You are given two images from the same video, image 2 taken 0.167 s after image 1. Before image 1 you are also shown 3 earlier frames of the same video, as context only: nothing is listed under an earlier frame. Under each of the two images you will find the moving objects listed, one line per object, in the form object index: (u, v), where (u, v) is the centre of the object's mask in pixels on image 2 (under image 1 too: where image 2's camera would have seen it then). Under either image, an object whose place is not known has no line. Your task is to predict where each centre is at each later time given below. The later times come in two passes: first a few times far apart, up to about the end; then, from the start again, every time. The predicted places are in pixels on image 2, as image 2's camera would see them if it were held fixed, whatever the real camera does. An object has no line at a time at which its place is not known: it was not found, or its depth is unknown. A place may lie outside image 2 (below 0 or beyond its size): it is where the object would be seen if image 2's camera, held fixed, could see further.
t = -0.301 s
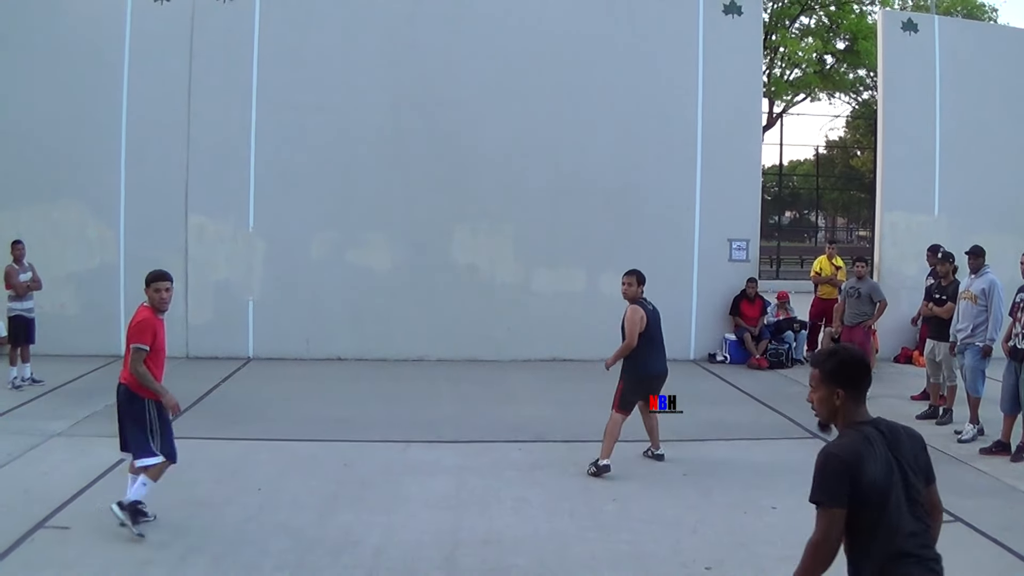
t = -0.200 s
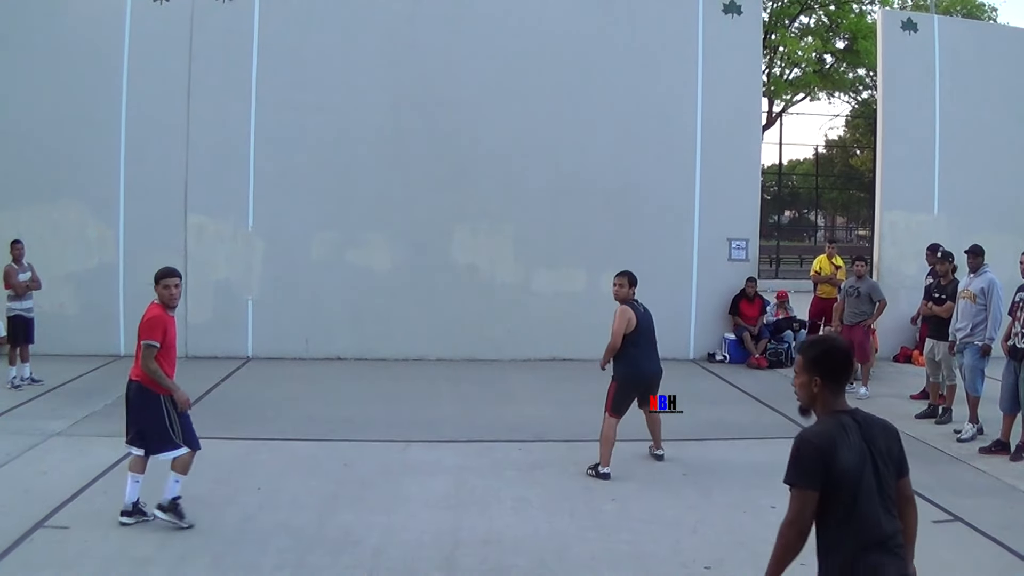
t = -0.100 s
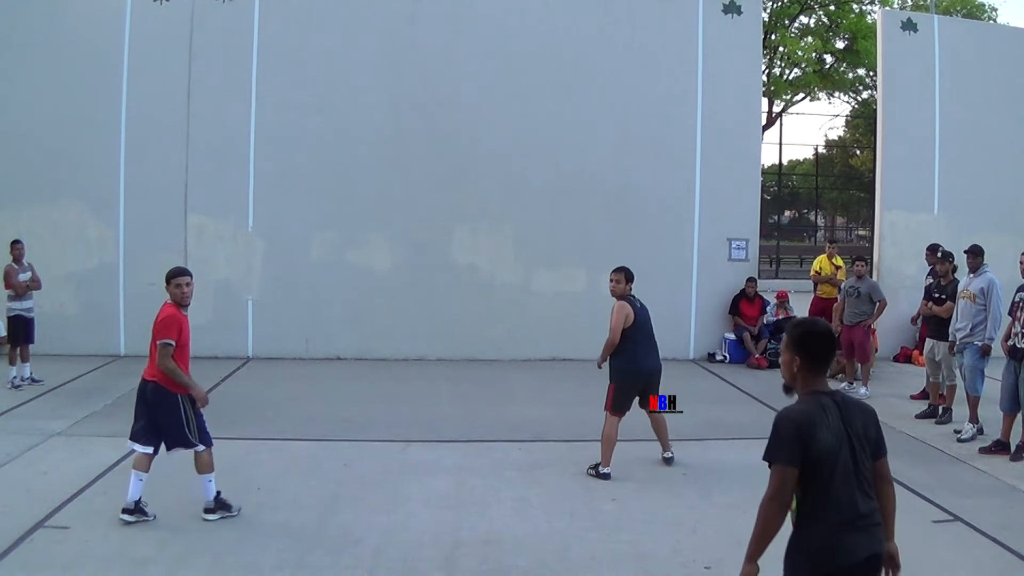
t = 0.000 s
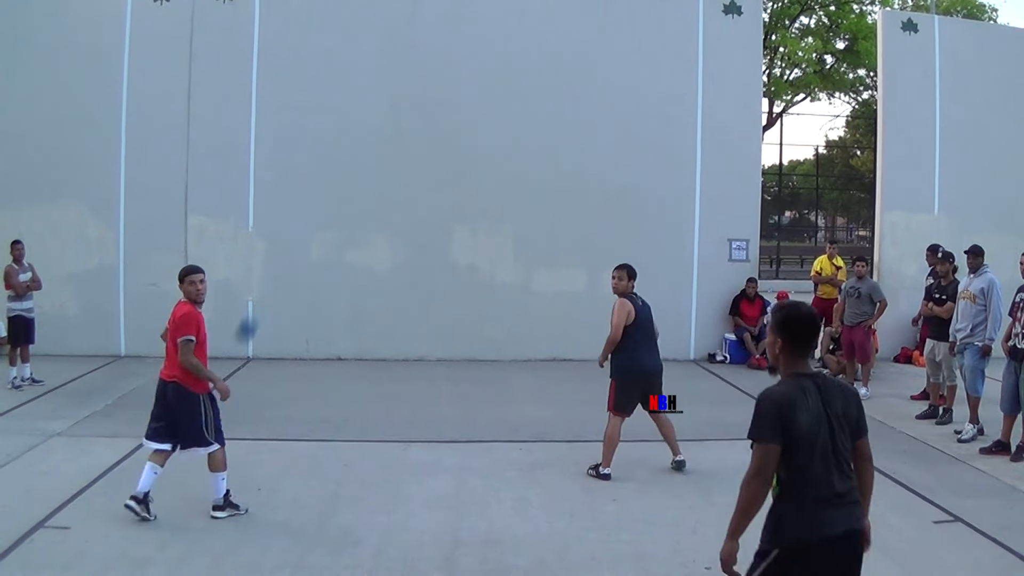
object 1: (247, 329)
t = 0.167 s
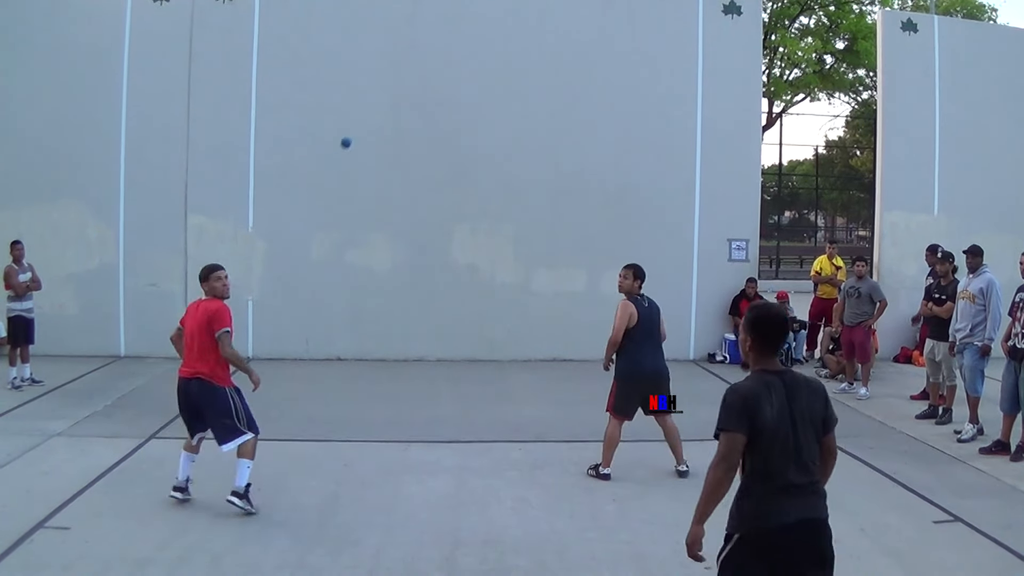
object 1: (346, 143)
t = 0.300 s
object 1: (375, 108)
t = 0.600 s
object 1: (400, 123)
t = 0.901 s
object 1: (404, 182)
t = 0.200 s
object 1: (355, 129)
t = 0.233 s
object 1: (363, 120)
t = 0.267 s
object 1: (370, 113)
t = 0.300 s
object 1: (375, 108)
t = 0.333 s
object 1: (380, 106)
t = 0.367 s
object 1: (384, 104)
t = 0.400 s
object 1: (387, 104)
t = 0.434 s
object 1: (390, 105)
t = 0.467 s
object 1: (393, 107)
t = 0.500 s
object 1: (395, 110)
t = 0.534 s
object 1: (397, 113)
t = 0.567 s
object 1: (399, 118)
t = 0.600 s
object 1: (400, 123)
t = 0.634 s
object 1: (401, 128)
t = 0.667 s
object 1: (402, 133)
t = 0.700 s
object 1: (403, 139)
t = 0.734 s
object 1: (404, 146)
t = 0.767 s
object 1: (405, 153)
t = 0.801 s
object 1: (405, 160)
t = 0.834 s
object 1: (405, 166)
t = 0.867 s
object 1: (405, 174)
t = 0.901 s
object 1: (404, 182)
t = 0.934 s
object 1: (403, 192)
